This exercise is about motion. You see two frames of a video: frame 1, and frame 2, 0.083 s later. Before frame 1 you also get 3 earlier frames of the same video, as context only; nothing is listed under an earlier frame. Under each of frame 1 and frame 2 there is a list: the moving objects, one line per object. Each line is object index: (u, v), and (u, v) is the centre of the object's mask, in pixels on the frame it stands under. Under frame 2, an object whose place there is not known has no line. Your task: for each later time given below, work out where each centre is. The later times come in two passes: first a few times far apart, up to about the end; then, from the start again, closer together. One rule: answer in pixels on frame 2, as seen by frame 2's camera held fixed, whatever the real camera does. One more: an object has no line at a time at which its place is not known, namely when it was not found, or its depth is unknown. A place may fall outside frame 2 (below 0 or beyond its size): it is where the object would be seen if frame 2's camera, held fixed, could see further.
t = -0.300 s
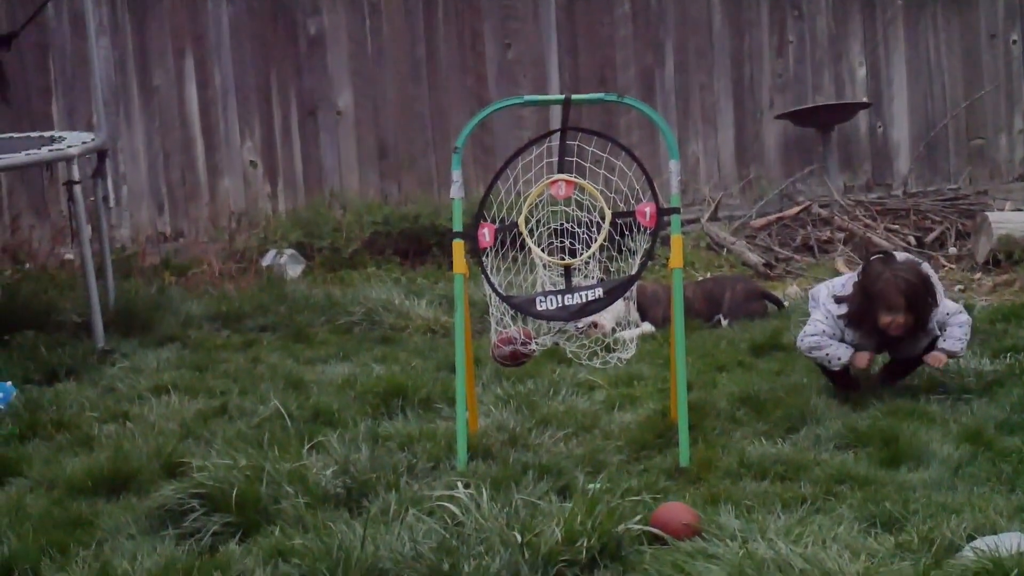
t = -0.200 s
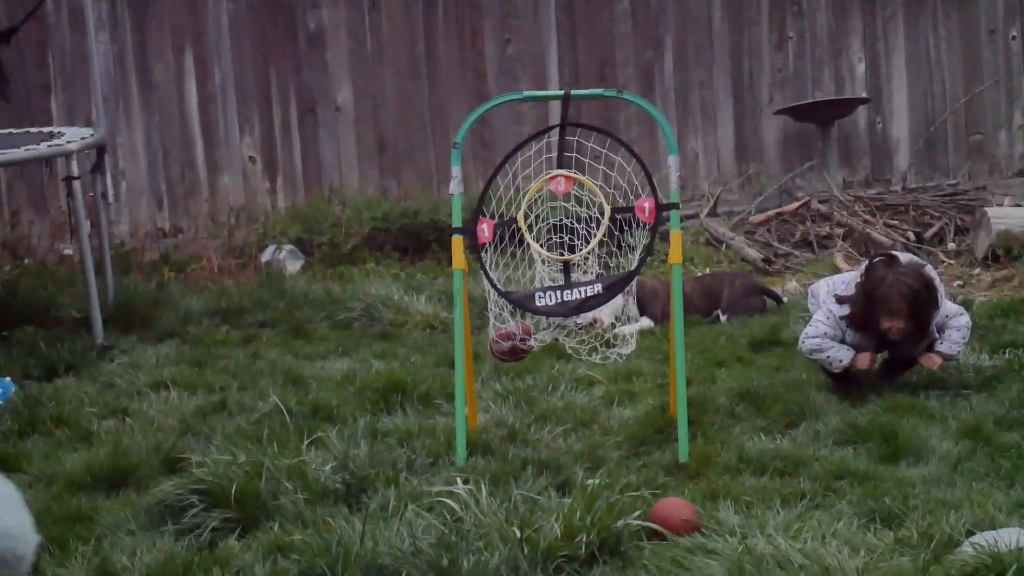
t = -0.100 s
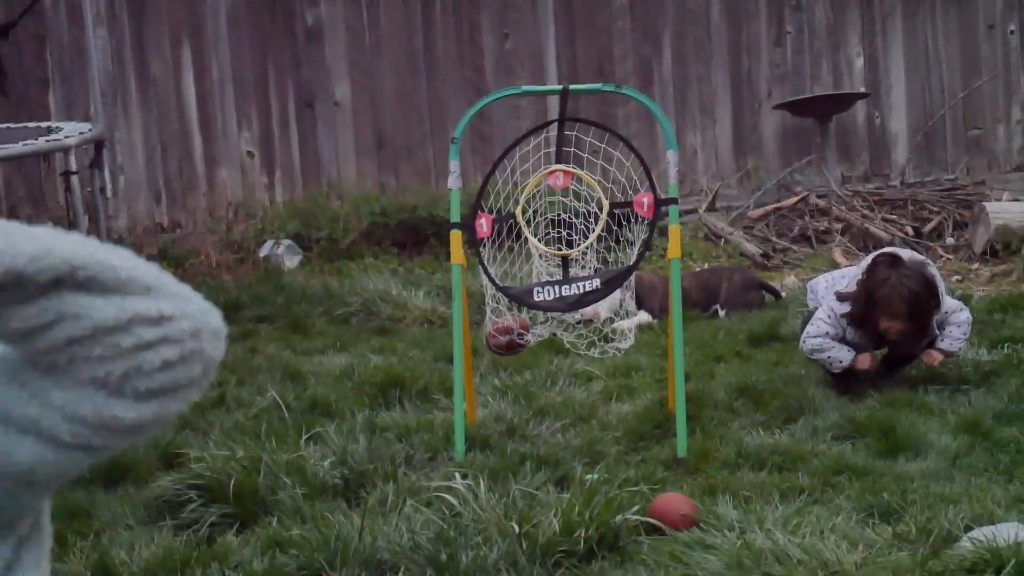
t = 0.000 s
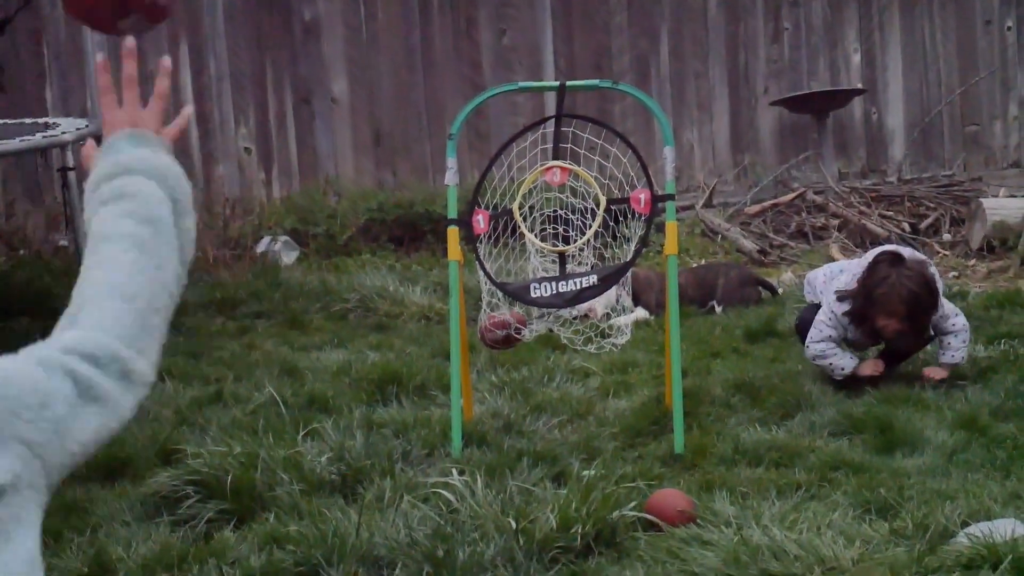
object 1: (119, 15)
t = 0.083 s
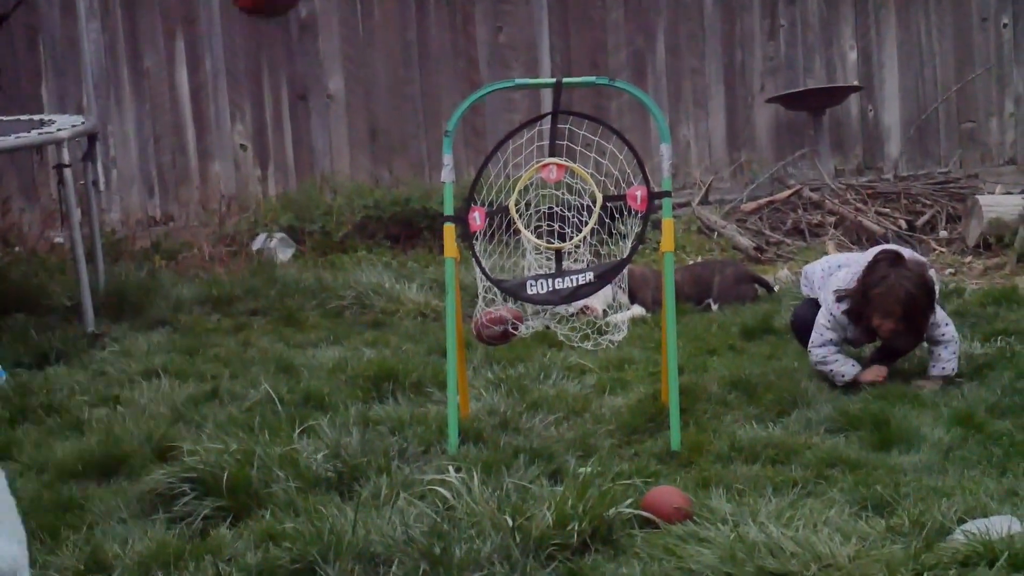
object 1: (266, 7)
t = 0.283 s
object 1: (429, 86)
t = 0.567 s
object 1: (436, 94)
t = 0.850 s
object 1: (407, 290)
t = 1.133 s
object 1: (340, 409)
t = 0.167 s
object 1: (354, 21)
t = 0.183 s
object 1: (366, 25)
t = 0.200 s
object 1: (379, 31)
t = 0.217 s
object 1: (391, 42)
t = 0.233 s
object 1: (402, 53)
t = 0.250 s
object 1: (412, 64)
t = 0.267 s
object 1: (421, 76)
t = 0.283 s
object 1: (429, 86)
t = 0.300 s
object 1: (437, 97)
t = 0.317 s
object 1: (445, 108)
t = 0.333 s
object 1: (452, 118)
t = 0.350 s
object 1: (455, 120)
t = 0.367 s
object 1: (456, 117)
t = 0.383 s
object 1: (455, 112)
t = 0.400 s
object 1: (453, 106)
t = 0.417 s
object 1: (451, 100)
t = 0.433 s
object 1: (449, 96)
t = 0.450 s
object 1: (447, 92)
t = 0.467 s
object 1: (445, 89)
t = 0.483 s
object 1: (443, 88)
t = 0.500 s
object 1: (441, 87)
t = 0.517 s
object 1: (440, 87)
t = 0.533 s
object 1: (438, 88)
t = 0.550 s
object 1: (437, 91)
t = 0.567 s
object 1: (436, 94)
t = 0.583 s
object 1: (434, 98)
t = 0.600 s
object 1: (432, 104)
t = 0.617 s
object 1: (431, 110)
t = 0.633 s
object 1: (430, 117)
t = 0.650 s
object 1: (429, 125)
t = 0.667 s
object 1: (428, 135)
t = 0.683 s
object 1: (427, 145)
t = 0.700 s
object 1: (427, 155)
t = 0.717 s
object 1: (426, 168)
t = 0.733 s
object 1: (425, 181)
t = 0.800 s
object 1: (416, 238)
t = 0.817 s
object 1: (413, 255)
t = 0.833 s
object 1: (409, 272)
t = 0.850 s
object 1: (407, 290)
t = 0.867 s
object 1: (404, 309)
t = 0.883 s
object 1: (401, 329)
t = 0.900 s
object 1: (398, 350)
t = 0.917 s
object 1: (395, 372)
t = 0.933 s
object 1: (392, 395)
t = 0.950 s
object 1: (389, 416)
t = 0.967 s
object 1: (386, 427)
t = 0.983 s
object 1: (381, 426)
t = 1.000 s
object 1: (378, 421)
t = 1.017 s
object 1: (372, 418)
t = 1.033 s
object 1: (365, 415)
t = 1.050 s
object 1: (361, 413)
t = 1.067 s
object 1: (357, 411)
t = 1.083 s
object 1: (353, 411)
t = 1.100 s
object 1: (347, 408)
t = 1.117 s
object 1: (342, 408)
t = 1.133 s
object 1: (340, 409)
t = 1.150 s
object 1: (337, 410)
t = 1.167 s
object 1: (330, 411)
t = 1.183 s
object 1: (325, 415)
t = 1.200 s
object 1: (321, 417)
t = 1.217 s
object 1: (317, 418)
